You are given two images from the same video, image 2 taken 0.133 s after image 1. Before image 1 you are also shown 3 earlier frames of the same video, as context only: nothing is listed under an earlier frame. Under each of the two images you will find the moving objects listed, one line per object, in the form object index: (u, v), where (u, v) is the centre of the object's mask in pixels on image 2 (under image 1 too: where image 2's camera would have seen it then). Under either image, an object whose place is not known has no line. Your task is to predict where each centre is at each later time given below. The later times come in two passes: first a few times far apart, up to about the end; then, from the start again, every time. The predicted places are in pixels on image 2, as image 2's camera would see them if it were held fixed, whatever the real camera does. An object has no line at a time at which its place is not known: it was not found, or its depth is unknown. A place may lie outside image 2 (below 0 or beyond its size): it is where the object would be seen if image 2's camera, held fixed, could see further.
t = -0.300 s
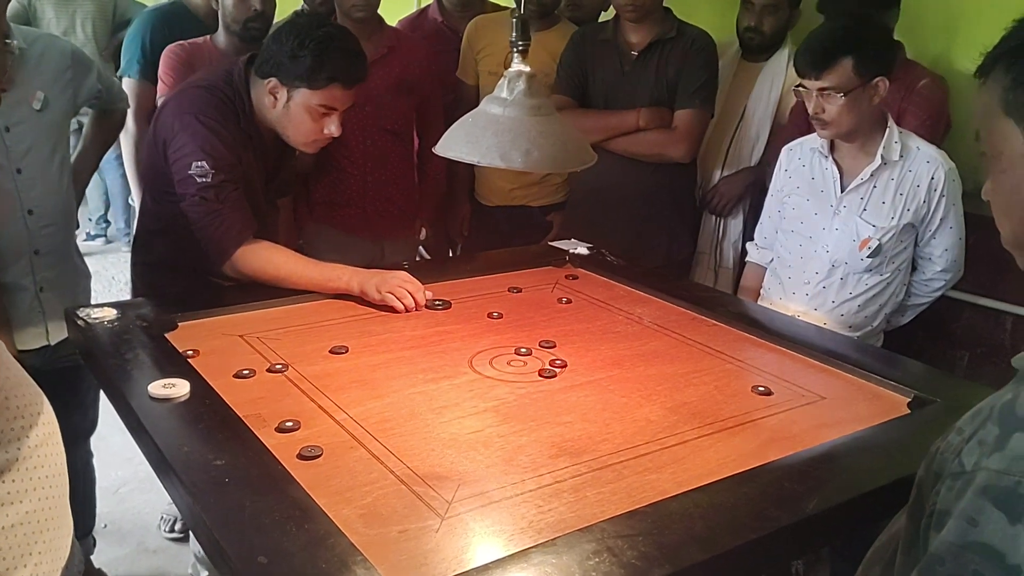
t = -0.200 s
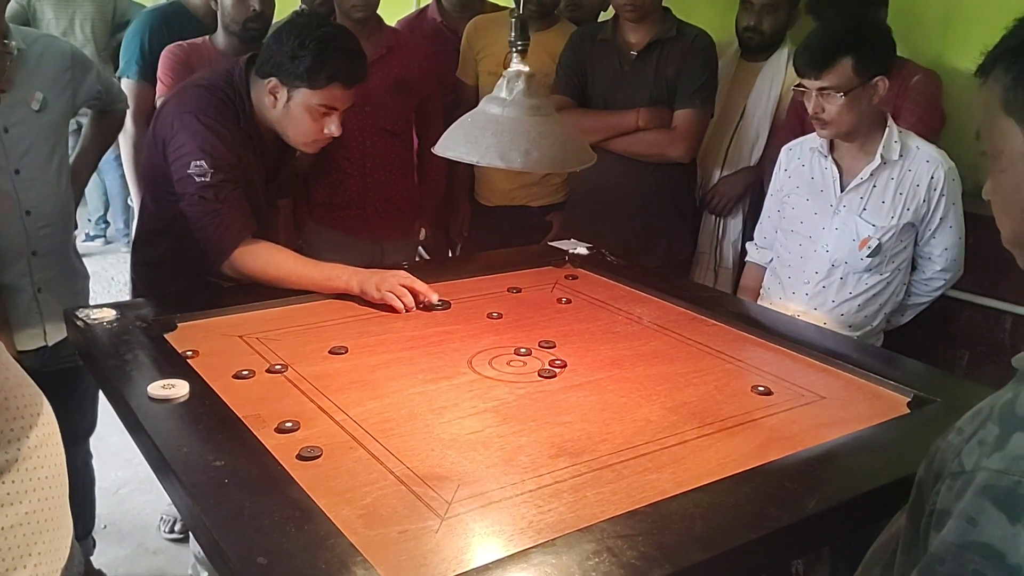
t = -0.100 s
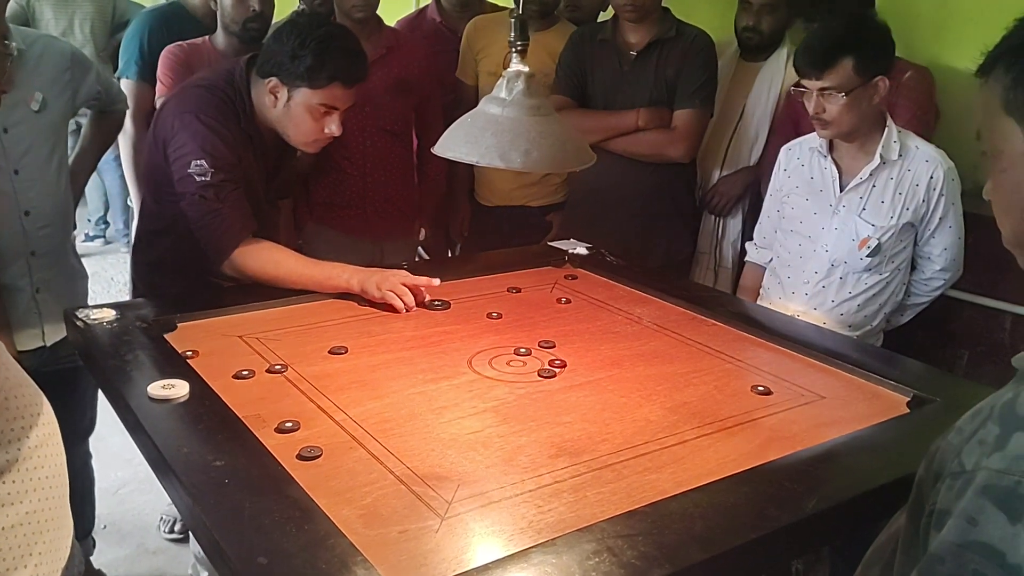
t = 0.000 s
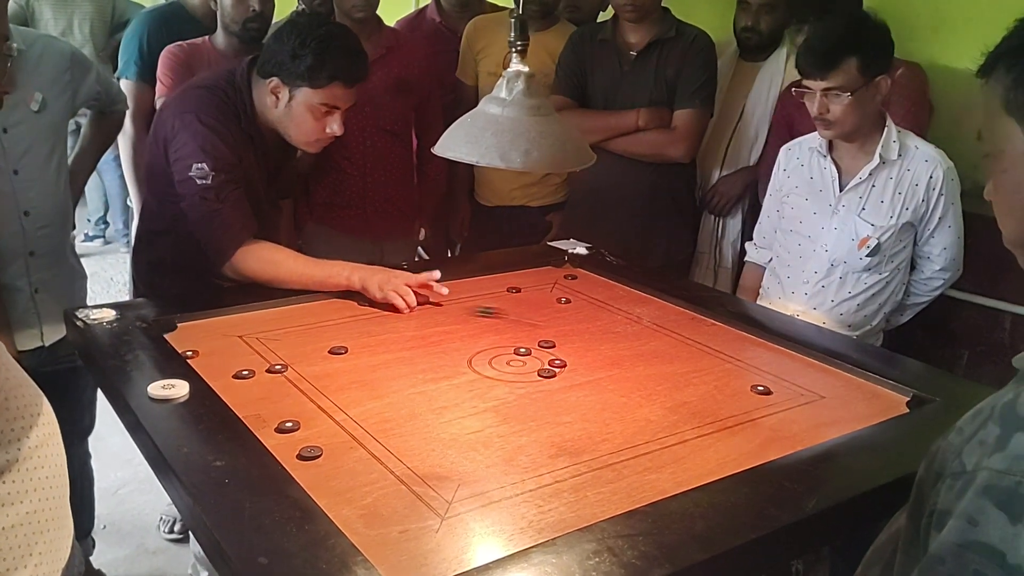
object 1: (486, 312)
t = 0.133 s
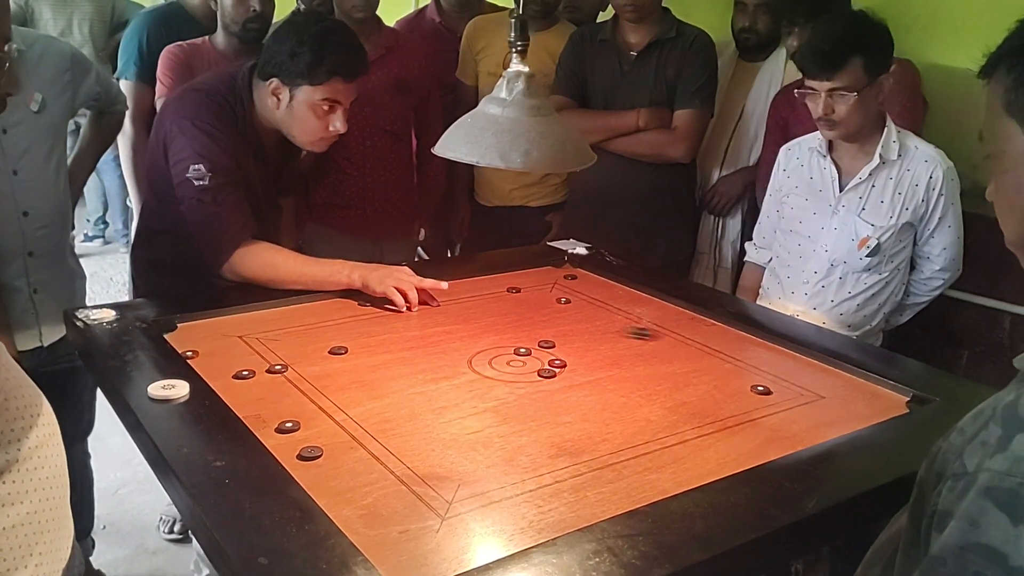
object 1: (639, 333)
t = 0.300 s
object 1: (804, 377)
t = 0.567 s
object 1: (662, 395)
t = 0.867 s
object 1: (474, 356)
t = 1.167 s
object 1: (356, 333)
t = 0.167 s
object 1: (682, 339)
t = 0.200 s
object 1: (723, 345)
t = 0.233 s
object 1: (766, 352)
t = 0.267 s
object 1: (793, 362)
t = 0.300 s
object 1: (804, 377)
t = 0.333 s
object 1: (814, 393)
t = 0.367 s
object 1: (827, 411)
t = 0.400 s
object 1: (835, 427)
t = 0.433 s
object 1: (801, 423)
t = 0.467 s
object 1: (764, 415)
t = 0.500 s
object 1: (728, 408)
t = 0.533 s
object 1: (695, 402)
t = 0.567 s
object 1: (662, 395)
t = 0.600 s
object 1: (631, 389)
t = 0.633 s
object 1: (600, 383)
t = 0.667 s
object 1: (572, 378)
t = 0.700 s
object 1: (555, 374)
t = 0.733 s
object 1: (538, 370)
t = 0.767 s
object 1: (520, 366)
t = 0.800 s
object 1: (504, 362)
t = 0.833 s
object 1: (489, 359)
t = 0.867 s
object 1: (474, 356)
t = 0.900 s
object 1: (459, 353)
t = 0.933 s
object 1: (445, 351)
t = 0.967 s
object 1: (431, 348)
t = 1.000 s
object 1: (417, 345)
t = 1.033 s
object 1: (404, 342)
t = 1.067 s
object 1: (391, 340)
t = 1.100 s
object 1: (379, 338)
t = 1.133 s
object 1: (367, 335)
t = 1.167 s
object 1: (356, 333)
